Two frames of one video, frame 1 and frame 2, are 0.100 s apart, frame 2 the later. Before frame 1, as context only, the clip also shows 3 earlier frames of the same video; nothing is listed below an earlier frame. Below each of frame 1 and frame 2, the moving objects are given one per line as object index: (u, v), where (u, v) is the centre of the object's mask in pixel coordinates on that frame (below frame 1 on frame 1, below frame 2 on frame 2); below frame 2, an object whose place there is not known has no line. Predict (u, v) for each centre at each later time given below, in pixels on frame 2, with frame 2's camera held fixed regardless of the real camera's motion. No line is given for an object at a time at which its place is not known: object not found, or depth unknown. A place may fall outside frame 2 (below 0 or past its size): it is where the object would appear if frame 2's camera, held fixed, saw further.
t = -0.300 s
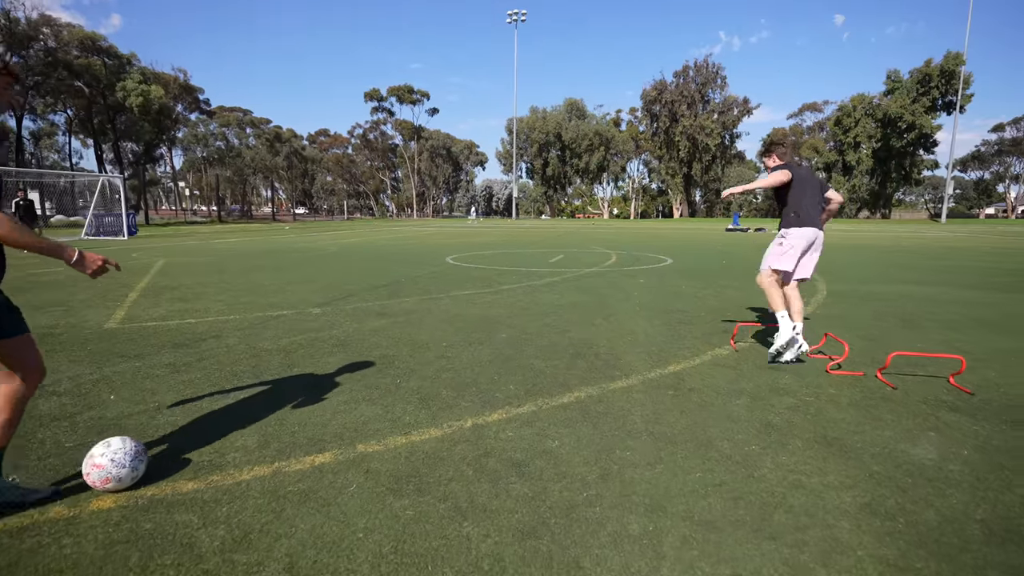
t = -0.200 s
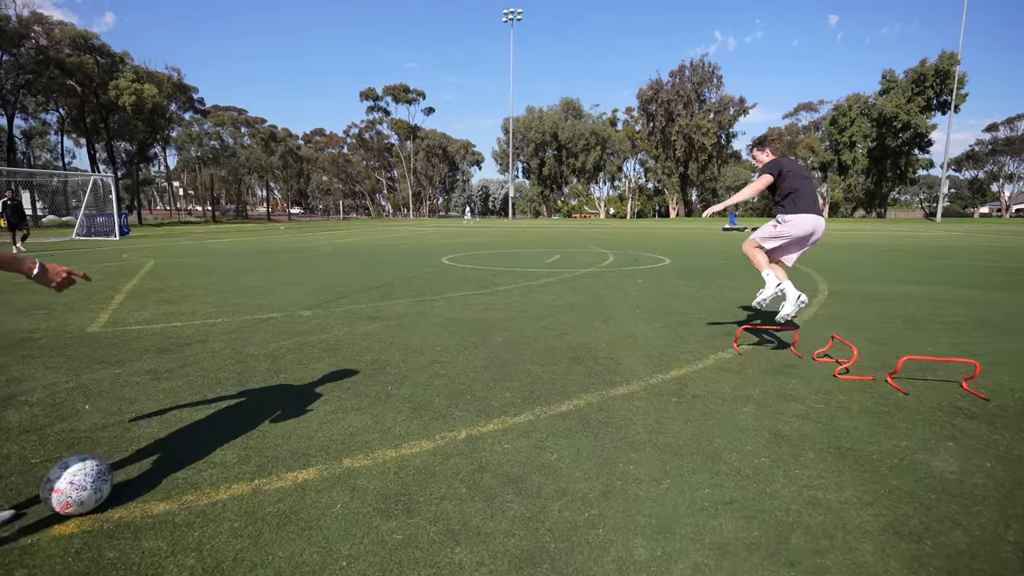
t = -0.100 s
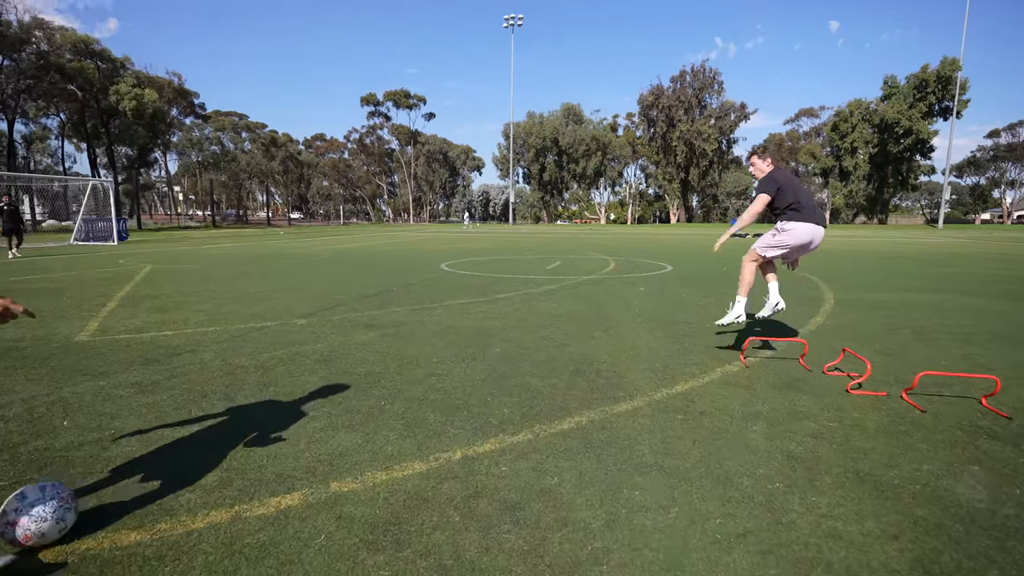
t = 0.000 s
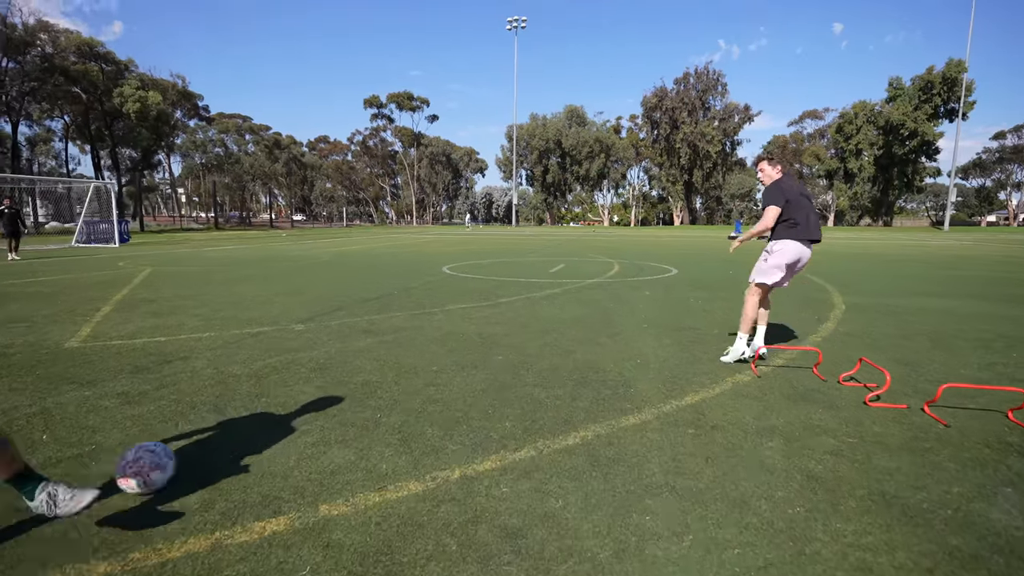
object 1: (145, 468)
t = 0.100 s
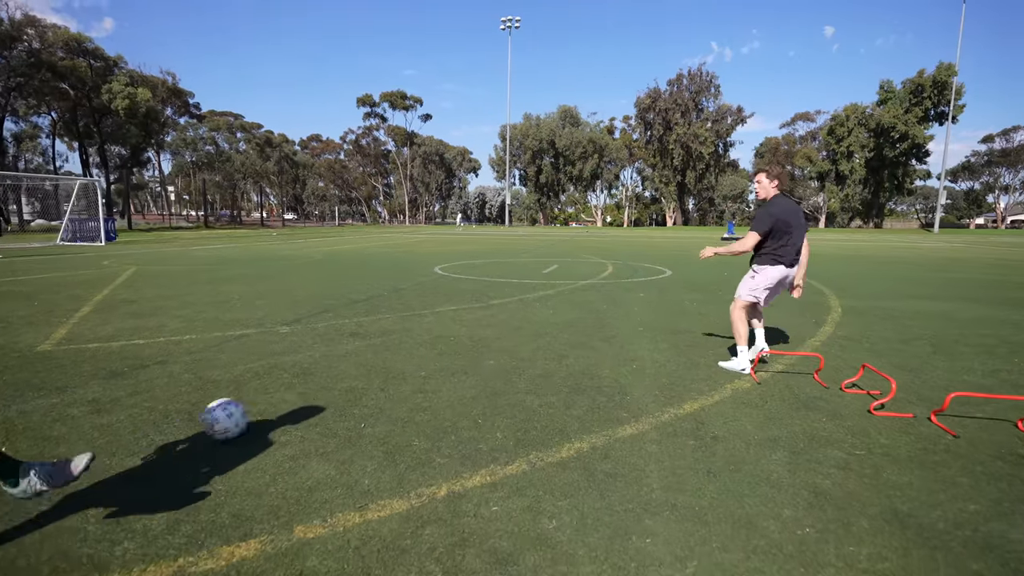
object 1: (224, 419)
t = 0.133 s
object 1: (250, 404)
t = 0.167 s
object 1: (273, 393)
